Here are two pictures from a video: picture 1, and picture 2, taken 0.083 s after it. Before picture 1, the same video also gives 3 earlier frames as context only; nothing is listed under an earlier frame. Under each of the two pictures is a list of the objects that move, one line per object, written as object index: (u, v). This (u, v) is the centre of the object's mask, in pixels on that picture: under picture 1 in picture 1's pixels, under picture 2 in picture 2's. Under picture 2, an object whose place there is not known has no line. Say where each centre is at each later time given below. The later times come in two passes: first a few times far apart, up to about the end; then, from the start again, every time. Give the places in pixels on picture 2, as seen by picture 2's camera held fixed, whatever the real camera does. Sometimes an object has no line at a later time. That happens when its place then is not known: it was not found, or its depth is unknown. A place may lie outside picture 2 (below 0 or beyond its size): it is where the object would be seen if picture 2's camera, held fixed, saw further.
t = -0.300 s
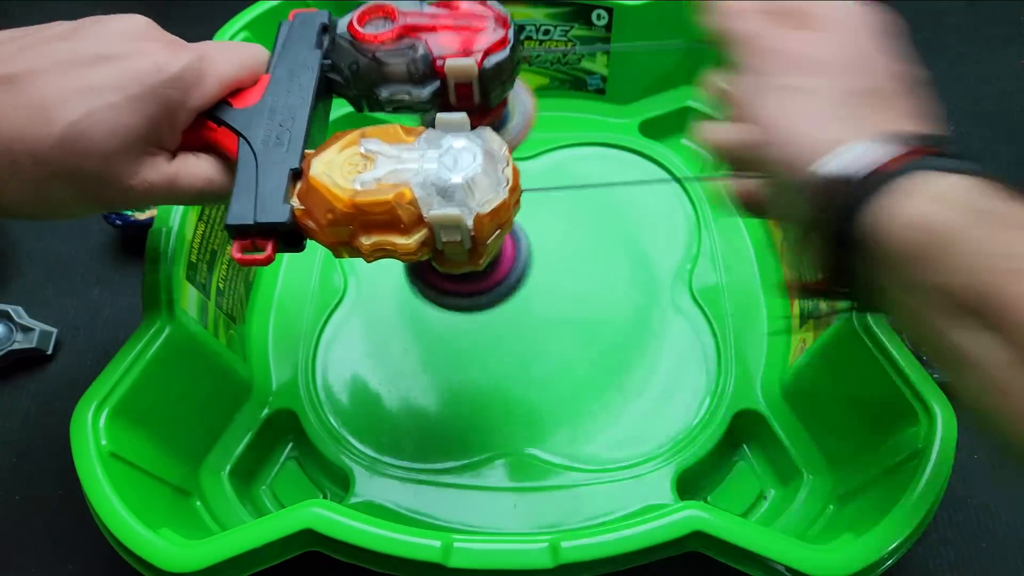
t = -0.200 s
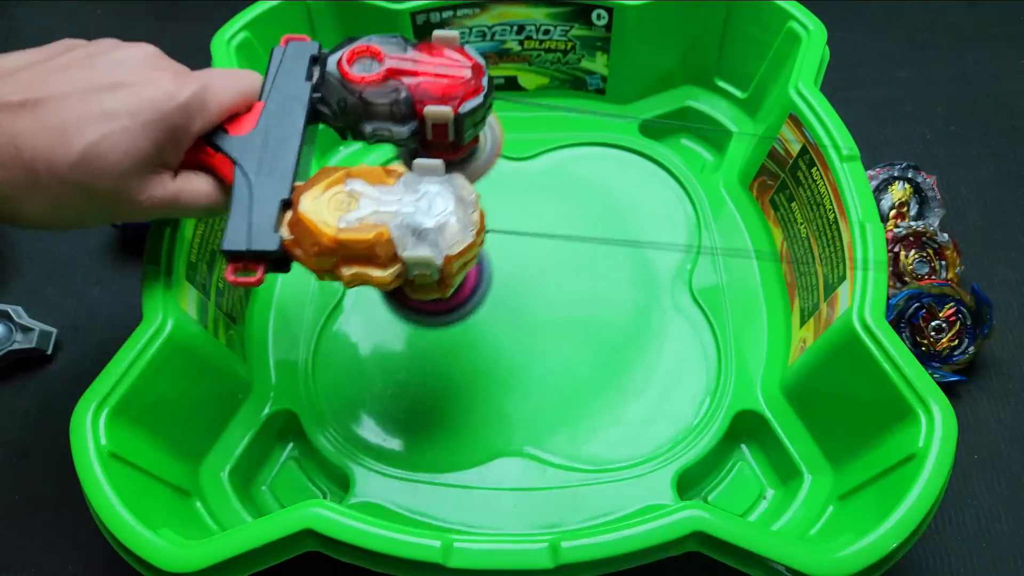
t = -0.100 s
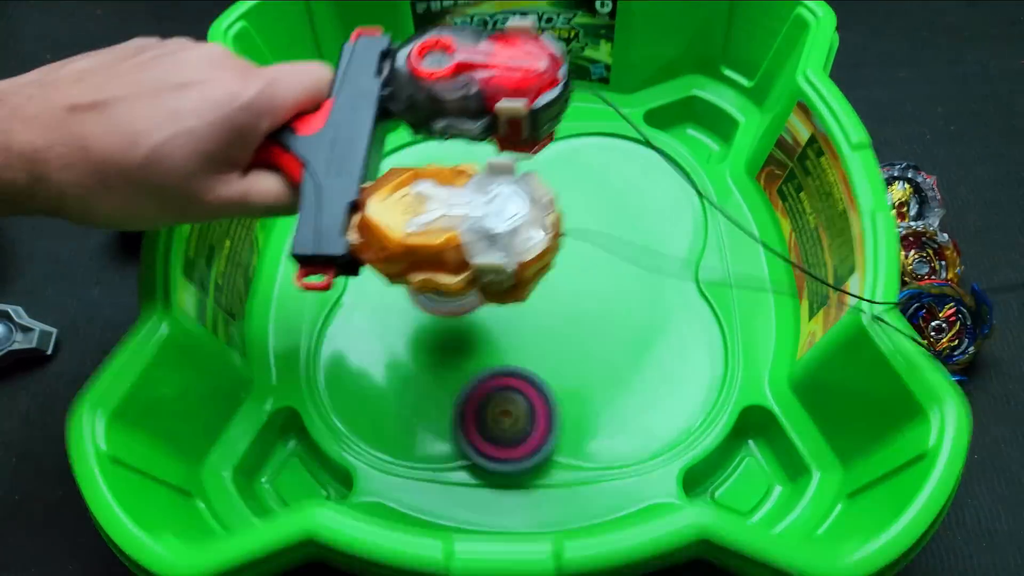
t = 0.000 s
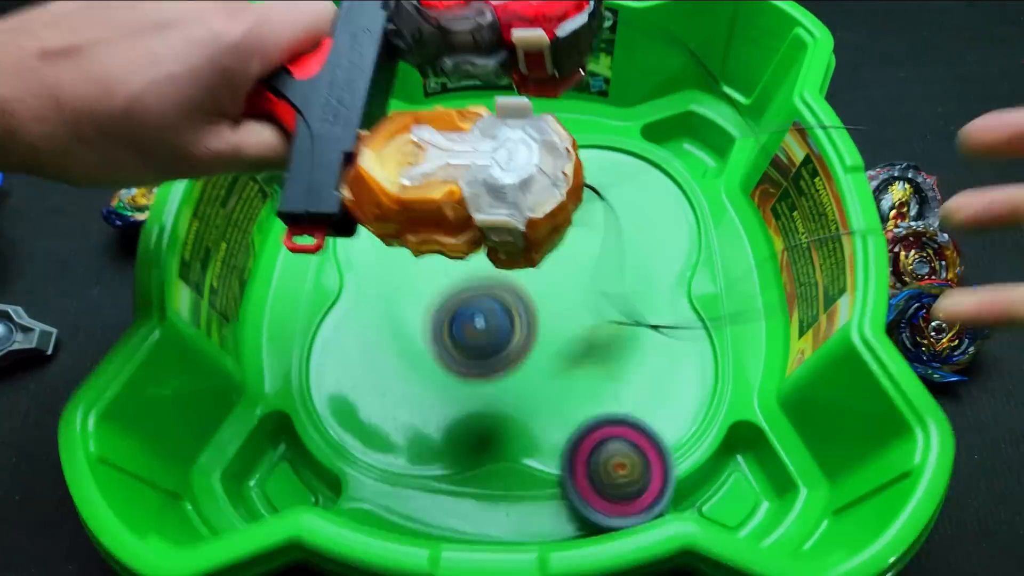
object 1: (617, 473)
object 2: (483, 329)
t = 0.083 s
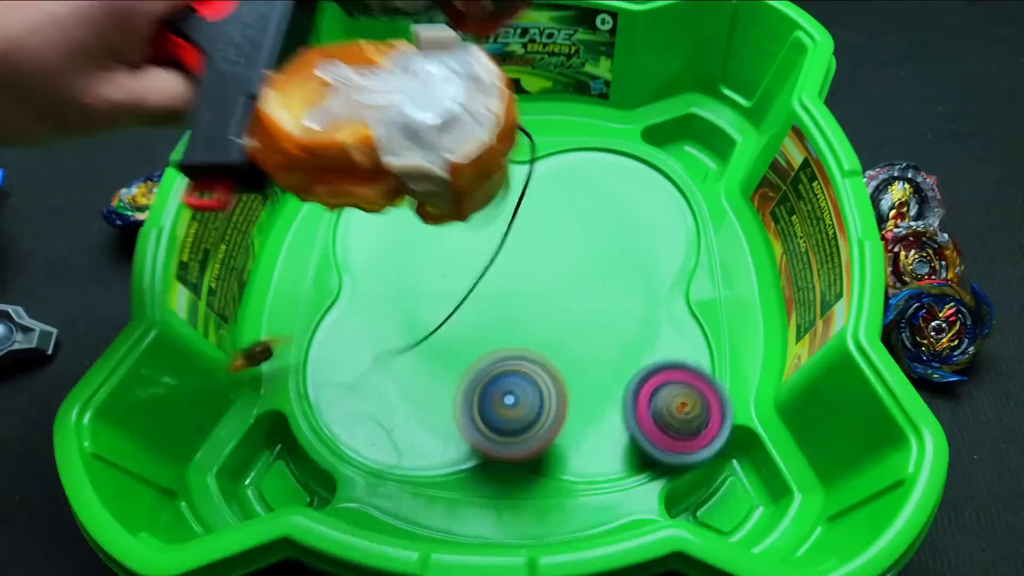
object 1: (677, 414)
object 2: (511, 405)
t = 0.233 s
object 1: (683, 273)
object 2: (564, 435)
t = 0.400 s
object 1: (622, 148)
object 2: (638, 420)
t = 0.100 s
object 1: (691, 400)
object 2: (519, 407)
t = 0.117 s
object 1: (702, 390)
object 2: (525, 411)
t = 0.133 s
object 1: (712, 374)
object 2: (531, 417)
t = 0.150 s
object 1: (708, 357)
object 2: (533, 426)
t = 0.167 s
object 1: (704, 342)
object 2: (538, 435)
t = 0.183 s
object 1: (700, 327)
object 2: (544, 443)
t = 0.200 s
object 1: (697, 310)
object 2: (551, 439)
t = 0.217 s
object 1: (690, 290)
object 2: (557, 436)
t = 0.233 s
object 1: (683, 273)
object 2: (564, 435)
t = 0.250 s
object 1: (677, 259)
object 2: (571, 436)
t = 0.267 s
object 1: (669, 249)
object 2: (577, 439)
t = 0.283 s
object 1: (663, 233)
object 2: (584, 440)
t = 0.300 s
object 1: (658, 218)
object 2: (593, 436)
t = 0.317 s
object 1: (652, 204)
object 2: (600, 433)
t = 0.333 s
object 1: (644, 193)
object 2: (607, 432)
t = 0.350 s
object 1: (639, 182)
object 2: (615, 432)
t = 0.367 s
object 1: (634, 168)
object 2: (622, 427)
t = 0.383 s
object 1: (628, 158)
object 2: (630, 424)
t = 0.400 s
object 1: (622, 148)
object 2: (638, 420)
